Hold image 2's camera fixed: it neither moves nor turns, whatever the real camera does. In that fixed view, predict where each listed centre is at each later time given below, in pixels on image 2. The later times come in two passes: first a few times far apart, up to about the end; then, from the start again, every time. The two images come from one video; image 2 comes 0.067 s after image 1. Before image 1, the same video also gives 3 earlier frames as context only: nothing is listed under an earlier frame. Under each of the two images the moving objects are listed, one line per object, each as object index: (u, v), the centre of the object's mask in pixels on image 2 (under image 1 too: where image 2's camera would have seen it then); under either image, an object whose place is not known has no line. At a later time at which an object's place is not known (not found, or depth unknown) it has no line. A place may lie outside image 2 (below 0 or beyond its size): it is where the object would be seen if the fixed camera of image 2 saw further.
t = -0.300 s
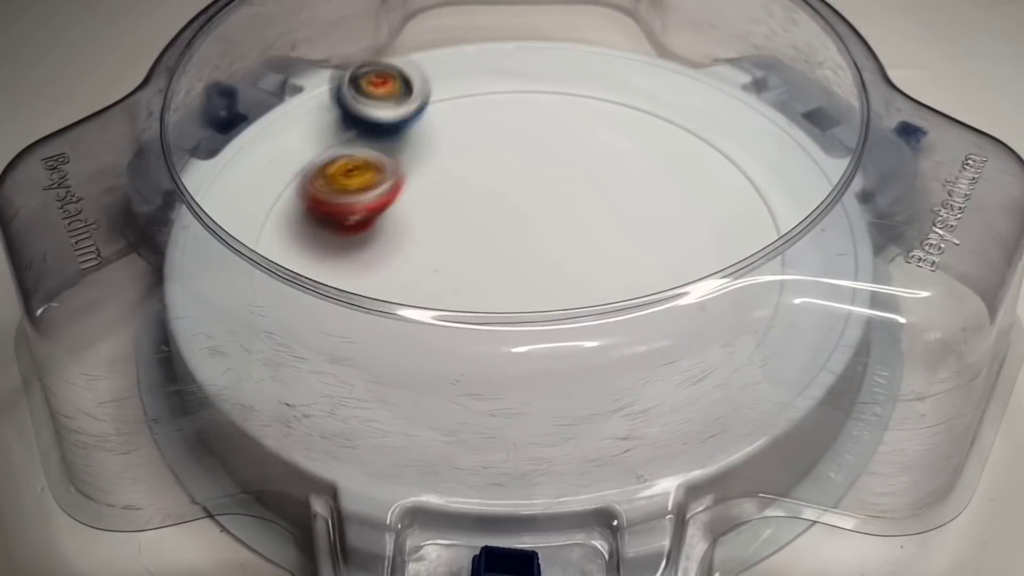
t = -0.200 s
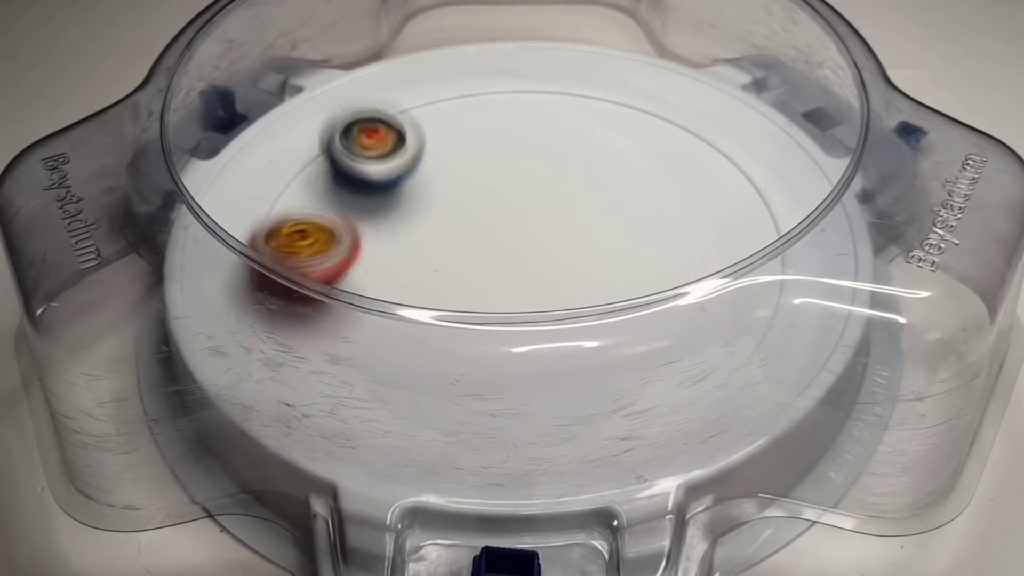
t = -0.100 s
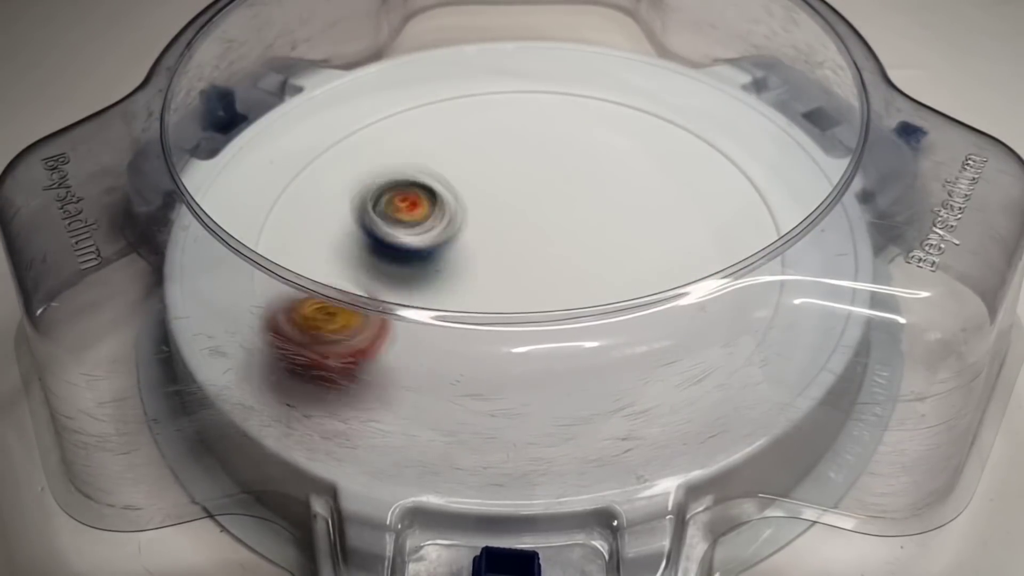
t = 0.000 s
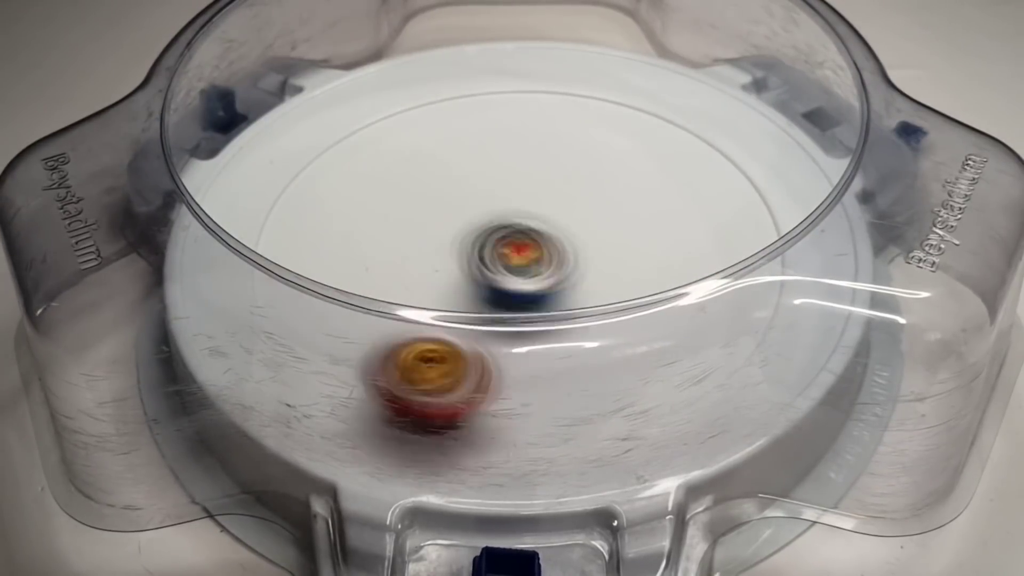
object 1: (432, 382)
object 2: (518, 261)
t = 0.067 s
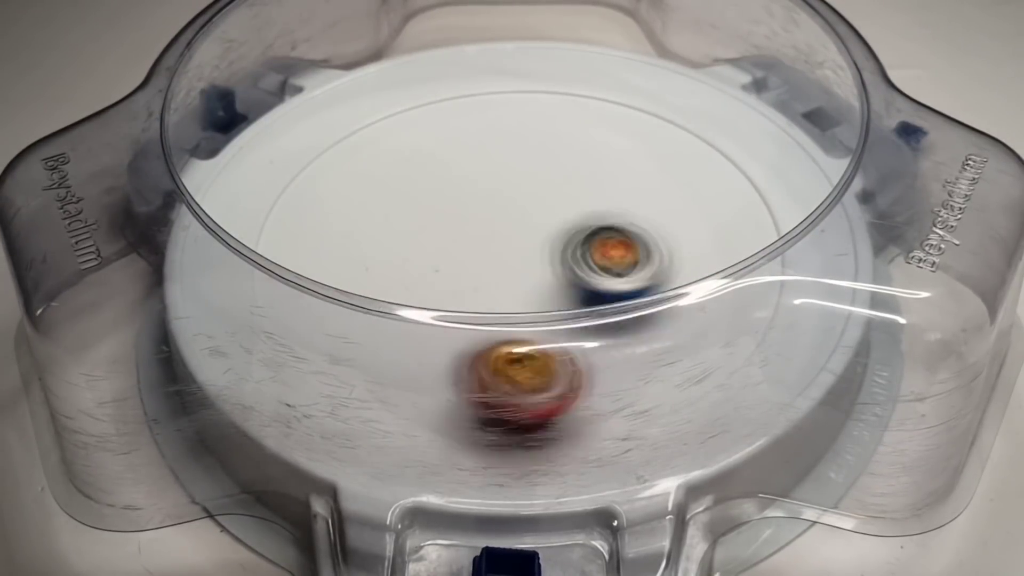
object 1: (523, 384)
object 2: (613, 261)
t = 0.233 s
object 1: (655, 268)
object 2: (762, 160)
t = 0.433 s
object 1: (591, 146)
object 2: (662, 60)
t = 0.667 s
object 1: (317, 130)
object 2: (576, 50)
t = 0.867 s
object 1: (314, 262)
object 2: (524, 157)
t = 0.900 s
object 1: (332, 276)
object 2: (522, 182)
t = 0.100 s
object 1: (566, 371)
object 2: (655, 247)
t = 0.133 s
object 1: (604, 358)
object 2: (694, 233)
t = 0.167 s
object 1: (637, 344)
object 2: (724, 209)
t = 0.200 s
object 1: (650, 313)
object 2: (751, 183)
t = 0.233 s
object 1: (655, 268)
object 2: (762, 160)
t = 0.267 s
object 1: (663, 251)
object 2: (747, 136)
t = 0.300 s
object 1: (659, 225)
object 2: (731, 121)
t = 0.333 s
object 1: (650, 203)
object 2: (716, 103)
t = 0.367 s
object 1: (634, 180)
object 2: (699, 88)
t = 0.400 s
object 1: (614, 163)
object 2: (682, 73)
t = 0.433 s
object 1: (591, 146)
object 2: (662, 60)
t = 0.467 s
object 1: (566, 130)
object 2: (639, 53)
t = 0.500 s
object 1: (540, 119)
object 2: (611, 52)
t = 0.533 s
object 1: (511, 110)
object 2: (581, 52)
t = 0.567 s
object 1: (456, 111)
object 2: (575, 47)
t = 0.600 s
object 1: (401, 115)
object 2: (578, 45)
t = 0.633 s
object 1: (354, 121)
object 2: (578, 46)
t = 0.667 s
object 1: (317, 130)
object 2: (576, 50)
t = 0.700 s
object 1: (303, 149)
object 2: (573, 59)
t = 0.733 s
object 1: (297, 179)
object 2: (566, 76)
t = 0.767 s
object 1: (294, 203)
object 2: (555, 90)
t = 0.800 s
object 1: (294, 226)
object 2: (544, 109)
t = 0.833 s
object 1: (304, 241)
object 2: (532, 135)
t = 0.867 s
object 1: (314, 262)
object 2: (524, 157)
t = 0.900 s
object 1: (332, 276)
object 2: (522, 182)
